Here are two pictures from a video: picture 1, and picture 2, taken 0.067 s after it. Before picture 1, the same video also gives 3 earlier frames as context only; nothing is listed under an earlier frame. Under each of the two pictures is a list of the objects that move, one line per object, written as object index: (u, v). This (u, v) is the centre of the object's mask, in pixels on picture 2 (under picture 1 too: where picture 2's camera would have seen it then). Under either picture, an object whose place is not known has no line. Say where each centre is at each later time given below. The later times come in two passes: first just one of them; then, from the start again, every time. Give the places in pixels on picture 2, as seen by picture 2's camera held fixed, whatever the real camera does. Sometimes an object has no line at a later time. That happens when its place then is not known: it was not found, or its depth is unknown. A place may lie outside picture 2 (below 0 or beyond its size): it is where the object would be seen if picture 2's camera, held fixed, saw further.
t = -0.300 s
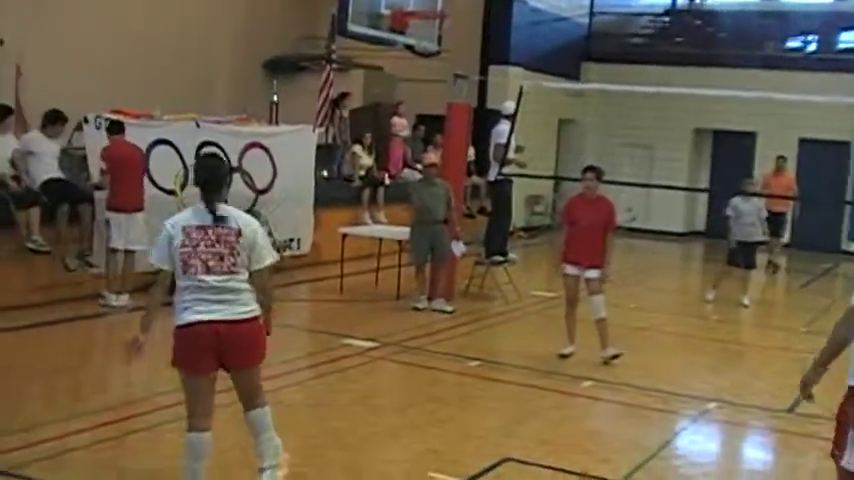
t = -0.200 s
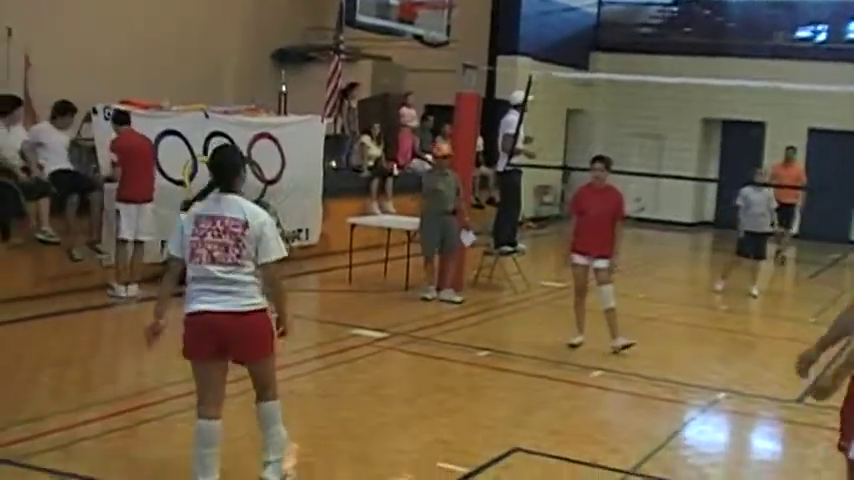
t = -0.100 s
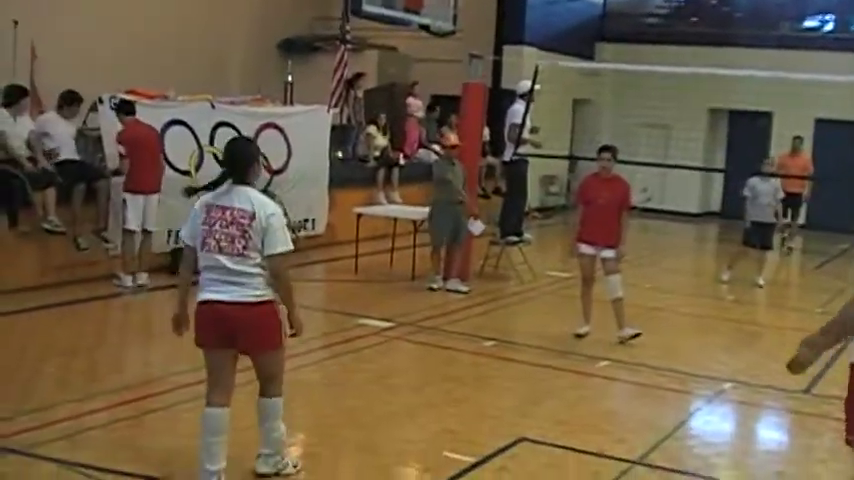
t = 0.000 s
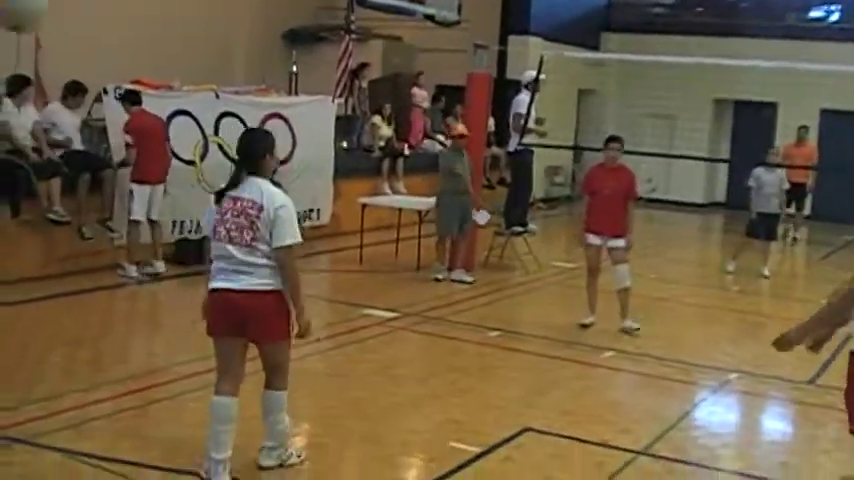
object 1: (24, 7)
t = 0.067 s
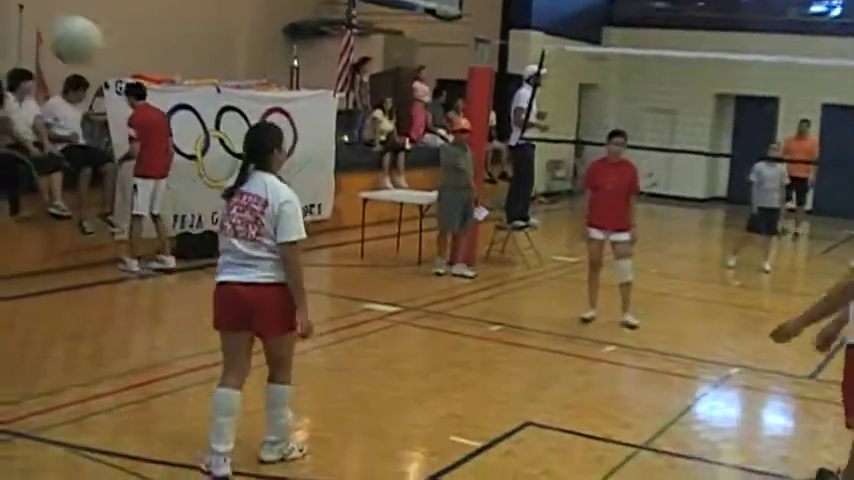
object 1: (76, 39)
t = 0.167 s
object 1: (148, 111)
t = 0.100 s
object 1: (102, 63)
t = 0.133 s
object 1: (127, 87)
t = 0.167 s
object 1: (148, 111)
